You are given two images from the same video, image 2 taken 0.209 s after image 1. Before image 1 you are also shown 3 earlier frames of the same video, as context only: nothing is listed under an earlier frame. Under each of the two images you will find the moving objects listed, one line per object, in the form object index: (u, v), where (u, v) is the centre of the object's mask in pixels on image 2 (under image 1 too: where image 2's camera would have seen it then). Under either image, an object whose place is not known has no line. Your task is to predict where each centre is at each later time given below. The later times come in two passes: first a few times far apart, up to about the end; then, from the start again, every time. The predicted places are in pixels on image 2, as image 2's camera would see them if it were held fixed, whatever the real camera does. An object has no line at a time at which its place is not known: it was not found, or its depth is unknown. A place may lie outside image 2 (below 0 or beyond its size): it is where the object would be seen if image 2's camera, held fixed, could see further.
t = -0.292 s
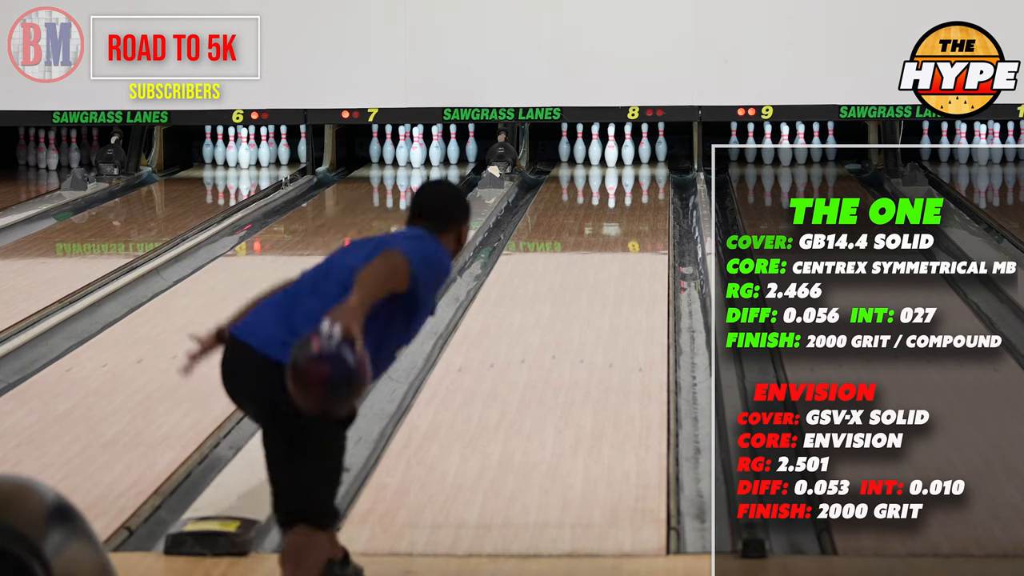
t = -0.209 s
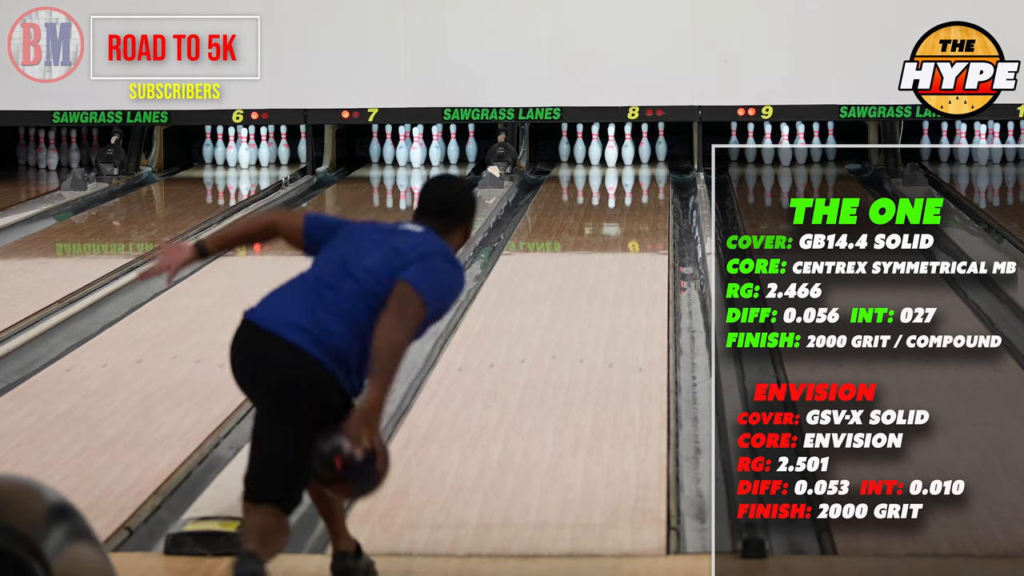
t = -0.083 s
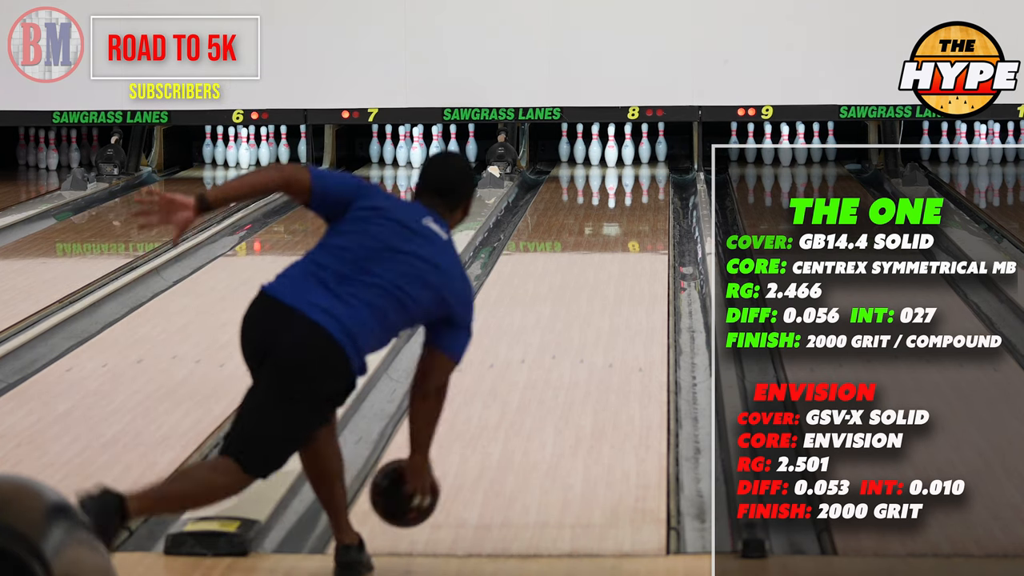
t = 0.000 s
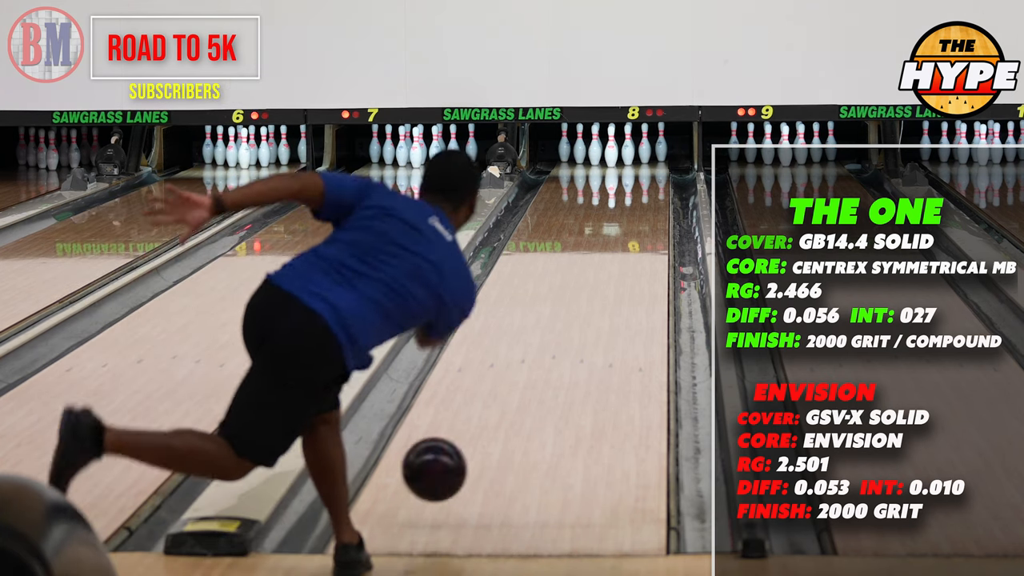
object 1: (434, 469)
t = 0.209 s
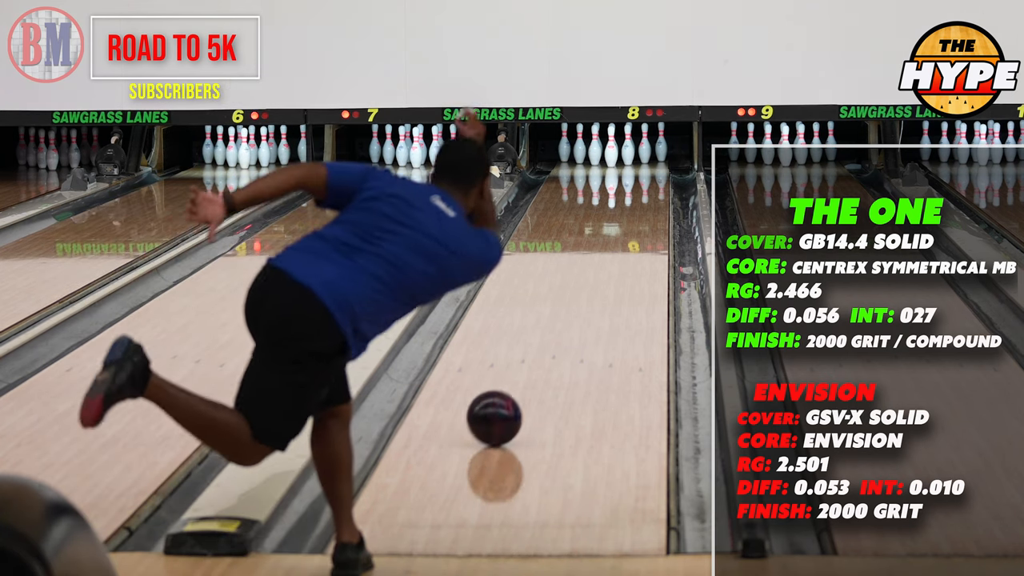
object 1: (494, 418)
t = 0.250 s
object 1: (504, 405)
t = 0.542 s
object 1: (559, 334)
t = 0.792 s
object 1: (592, 289)
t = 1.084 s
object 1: (621, 249)
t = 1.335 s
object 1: (639, 222)
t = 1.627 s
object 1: (652, 197)
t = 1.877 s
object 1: (653, 180)
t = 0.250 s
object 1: (504, 405)
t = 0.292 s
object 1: (513, 393)
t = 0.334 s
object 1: (522, 382)
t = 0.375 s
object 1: (530, 371)
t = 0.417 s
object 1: (538, 361)
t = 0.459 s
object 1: (545, 351)
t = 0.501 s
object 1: (552, 342)
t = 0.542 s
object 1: (559, 334)
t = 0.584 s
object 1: (565, 325)
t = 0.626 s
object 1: (571, 317)
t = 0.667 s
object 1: (577, 310)
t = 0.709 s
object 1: (582, 303)
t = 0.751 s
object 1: (587, 296)
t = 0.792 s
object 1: (592, 289)
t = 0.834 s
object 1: (597, 282)
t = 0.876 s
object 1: (601, 276)
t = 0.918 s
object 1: (606, 271)
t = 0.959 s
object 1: (610, 265)
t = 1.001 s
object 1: (614, 259)
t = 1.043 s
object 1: (618, 254)
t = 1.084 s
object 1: (621, 249)
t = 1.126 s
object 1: (624, 244)
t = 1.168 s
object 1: (627, 239)
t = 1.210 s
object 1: (631, 235)
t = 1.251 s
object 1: (634, 230)
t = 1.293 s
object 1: (636, 226)
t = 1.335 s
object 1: (639, 222)
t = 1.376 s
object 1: (641, 218)
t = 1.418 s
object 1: (643, 214)
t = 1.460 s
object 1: (646, 211)
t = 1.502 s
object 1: (648, 207)
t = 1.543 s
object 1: (649, 204)
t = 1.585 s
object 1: (651, 200)
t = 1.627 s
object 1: (652, 197)
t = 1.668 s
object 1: (653, 194)
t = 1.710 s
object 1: (653, 191)
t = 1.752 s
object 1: (653, 188)
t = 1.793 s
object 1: (653, 186)
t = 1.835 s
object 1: (653, 183)
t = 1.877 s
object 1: (653, 180)
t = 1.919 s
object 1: (651, 178)
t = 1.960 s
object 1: (650, 175)
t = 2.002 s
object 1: (649, 173)
